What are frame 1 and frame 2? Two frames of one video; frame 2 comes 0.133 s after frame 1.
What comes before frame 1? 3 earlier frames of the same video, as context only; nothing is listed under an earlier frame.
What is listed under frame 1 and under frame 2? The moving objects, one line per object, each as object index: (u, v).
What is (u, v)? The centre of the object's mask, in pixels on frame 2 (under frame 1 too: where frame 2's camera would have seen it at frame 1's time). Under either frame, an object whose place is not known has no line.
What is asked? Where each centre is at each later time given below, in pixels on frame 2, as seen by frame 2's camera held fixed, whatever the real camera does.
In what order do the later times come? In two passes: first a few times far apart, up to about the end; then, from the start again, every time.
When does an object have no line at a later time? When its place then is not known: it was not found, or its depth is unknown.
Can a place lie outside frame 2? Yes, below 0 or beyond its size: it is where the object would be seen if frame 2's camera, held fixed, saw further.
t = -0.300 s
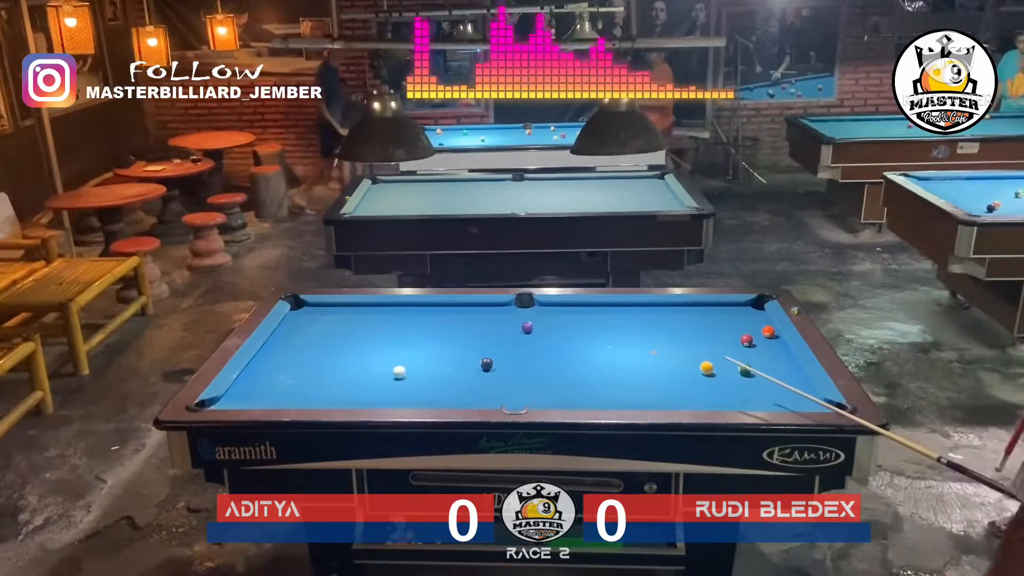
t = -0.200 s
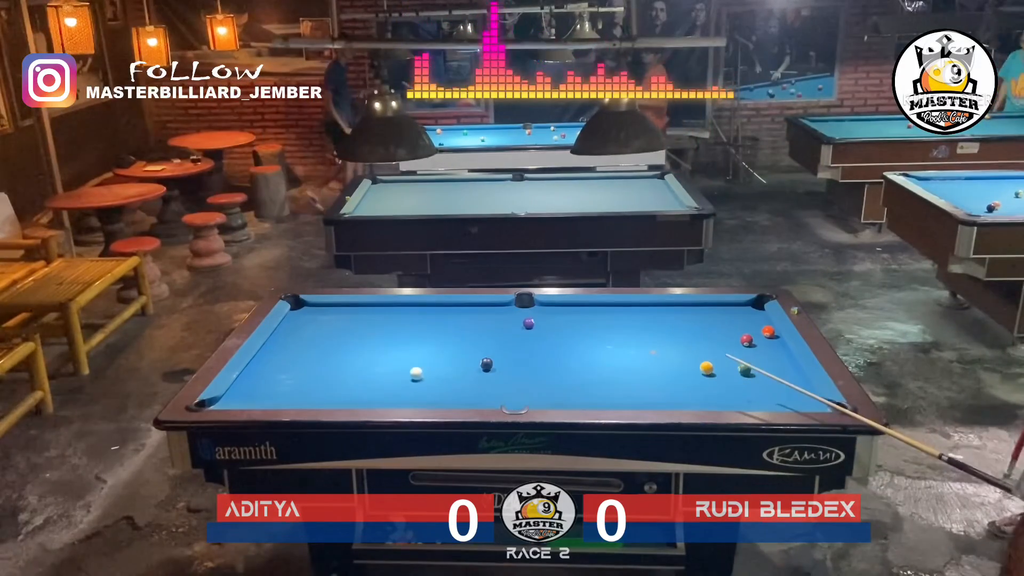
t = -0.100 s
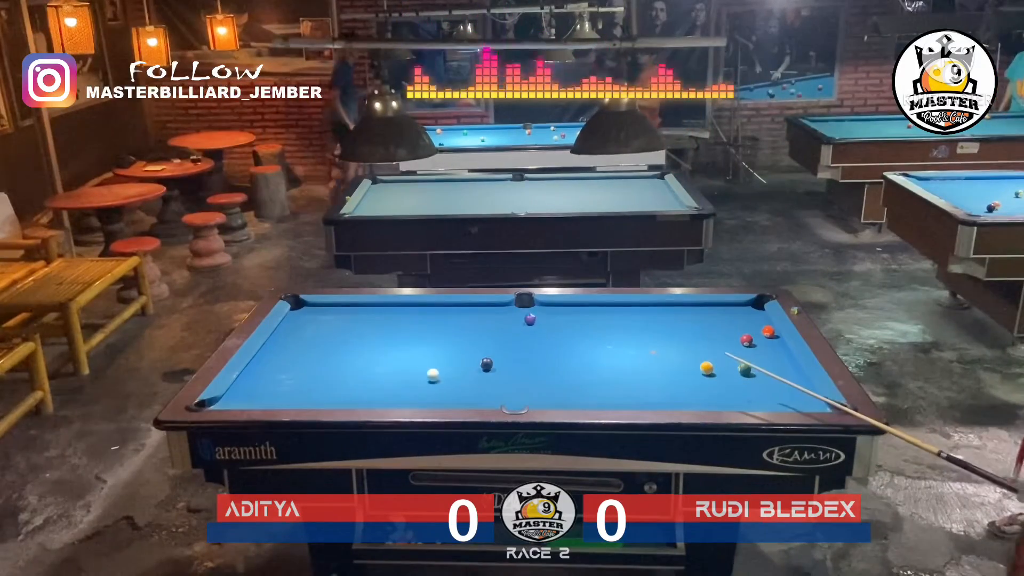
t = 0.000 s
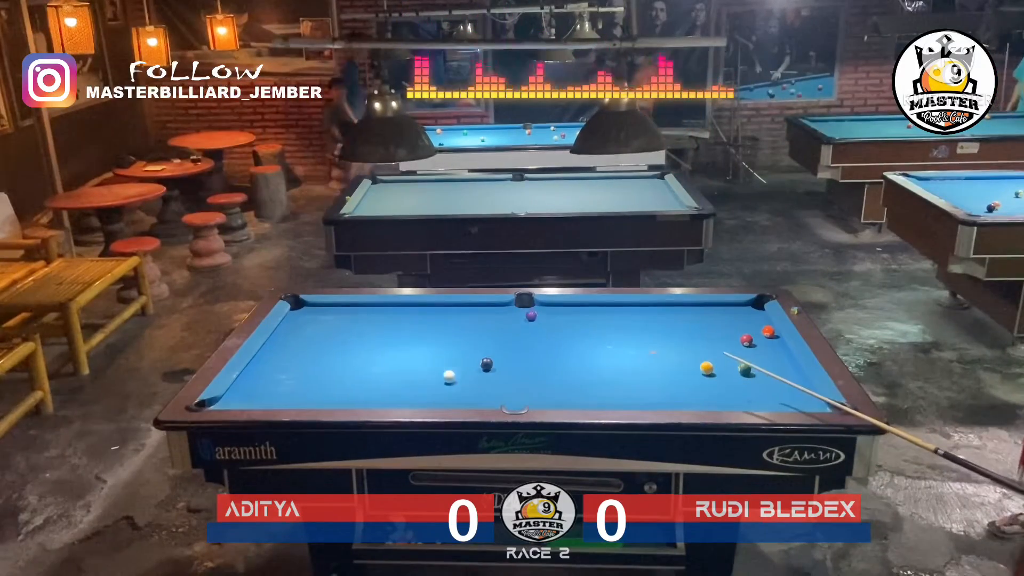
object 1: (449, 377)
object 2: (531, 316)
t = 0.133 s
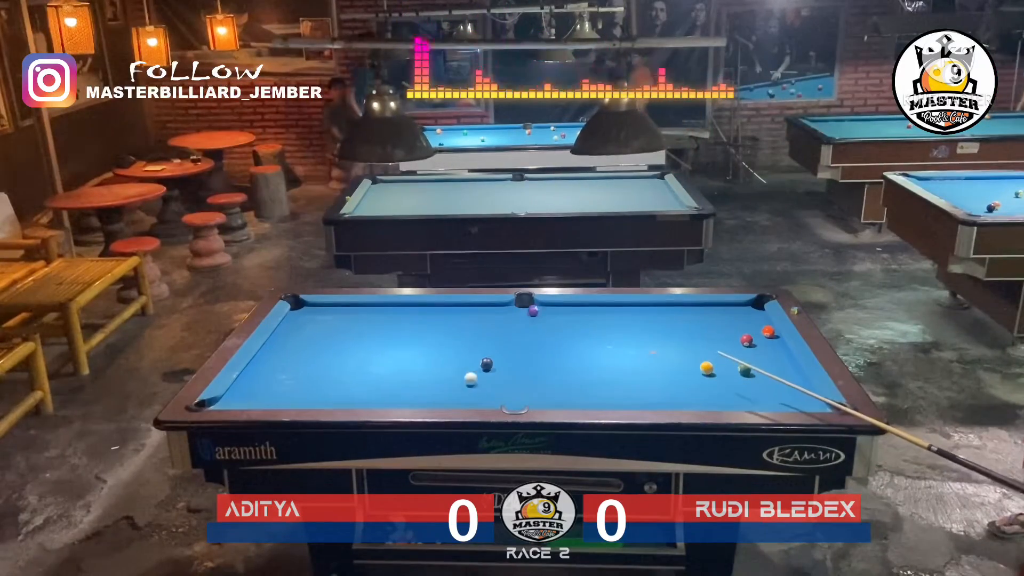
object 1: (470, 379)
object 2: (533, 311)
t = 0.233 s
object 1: (486, 380)
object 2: (534, 307)
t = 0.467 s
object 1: (522, 384)
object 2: (531, 304)
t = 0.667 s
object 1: (551, 387)
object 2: (521, 305)
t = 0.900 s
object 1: (584, 390)
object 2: (513, 306)
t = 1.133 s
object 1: (615, 393)
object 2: (507, 307)
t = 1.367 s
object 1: (645, 395)
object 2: (504, 307)
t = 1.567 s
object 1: (670, 397)
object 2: (503, 307)
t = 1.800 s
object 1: (696, 399)
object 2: (503, 307)
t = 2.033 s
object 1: (721, 400)
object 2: (503, 307)
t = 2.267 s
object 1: (738, 400)
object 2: (503, 307)
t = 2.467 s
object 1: (752, 400)
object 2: (503, 307)
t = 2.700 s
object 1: (766, 399)
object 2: (504, 307)
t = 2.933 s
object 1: (778, 399)
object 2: (504, 307)
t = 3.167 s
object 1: (788, 399)
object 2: (504, 307)
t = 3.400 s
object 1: (795, 399)
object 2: (504, 307)
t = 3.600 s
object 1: (800, 399)
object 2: (504, 307)
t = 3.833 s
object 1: (804, 399)
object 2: (504, 307)
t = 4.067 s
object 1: (806, 399)
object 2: (503, 307)
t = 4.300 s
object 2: (503, 307)
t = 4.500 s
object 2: (503, 307)
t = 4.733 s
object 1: (807, 399)
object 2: (504, 307)
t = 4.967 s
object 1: (807, 399)
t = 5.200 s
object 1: (806, 399)
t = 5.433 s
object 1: (807, 400)
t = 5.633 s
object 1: (806, 400)
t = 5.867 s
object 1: (806, 400)
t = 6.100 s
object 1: (806, 400)
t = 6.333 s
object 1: (806, 400)
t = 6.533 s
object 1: (807, 400)
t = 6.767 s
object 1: (807, 400)
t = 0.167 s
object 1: (476, 379)
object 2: (533, 309)
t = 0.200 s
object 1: (481, 380)
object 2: (534, 309)
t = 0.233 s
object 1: (486, 380)
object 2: (534, 307)
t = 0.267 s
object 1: (491, 381)
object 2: (535, 306)
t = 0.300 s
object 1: (497, 382)
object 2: (535, 305)
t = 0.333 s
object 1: (502, 382)
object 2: (536, 304)
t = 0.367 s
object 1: (507, 383)
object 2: (535, 304)
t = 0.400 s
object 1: (512, 383)
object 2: (534, 304)
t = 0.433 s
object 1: (517, 384)
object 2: (532, 304)
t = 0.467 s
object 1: (522, 384)
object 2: (531, 304)
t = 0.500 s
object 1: (527, 385)
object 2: (529, 305)
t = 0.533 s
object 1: (532, 385)
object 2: (527, 305)
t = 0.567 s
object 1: (537, 386)
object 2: (526, 305)
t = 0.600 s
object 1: (542, 386)
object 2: (524, 305)
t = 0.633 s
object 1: (546, 386)
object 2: (523, 305)
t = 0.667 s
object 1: (551, 387)
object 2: (521, 305)
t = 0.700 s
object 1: (556, 387)
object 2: (521, 306)
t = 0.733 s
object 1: (561, 388)
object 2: (519, 306)
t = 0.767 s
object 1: (565, 388)
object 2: (518, 306)
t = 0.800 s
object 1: (570, 389)
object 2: (517, 306)
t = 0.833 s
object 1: (575, 389)
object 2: (515, 306)
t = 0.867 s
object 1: (579, 390)
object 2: (514, 306)
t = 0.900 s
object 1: (584, 390)
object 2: (513, 306)
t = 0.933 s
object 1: (589, 391)
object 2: (512, 307)
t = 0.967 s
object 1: (593, 391)
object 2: (511, 307)
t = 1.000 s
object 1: (598, 392)
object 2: (510, 307)
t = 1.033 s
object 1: (602, 392)
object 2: (510, 307)
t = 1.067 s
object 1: (607, 392)
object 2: (509, 307)
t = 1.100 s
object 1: (611, 393)
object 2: (508, 307)
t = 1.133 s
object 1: (615, 393)
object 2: (507, 307)
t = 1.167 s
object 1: (620, 394)
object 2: (507, 307)
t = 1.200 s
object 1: (624, 394)
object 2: (506, 307)
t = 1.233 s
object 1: (628, 394)
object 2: (506, 307)
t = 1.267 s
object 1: (633, 394)
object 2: (505, 307)
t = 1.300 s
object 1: (637, 395)
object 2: (505, 307)
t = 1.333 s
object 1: (641, 395)
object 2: (504, 307)
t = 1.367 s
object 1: (645, 395)
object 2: (504, 307)
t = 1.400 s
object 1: (650, 396)
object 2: (504, 307)
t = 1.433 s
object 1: (653, 395)
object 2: (504, 307)
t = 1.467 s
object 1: (658, 396)
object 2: (503, 307)
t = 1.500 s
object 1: (662, 396)
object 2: (503, 307)
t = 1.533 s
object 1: (666, 396)
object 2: (503, 307)
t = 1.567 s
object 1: (670, 397)
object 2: (503, 307)
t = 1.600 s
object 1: (674, 397)
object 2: (503, 307)
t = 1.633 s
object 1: (677, 397)
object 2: (503, 307)
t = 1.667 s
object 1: (681, 397)
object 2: (503, 307)
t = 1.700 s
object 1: (685, 397)
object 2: (503, 307)
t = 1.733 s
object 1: (689, 398)
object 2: (503, 307)
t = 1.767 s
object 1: (693, 398)
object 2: (503, 307)
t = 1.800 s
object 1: (696, 399)
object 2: (503, 307)
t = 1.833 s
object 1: (700, 399)
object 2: (503, 307)
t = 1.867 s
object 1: (703, 399)
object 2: (503, 307)
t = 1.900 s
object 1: (707, 399)
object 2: (503, 307)
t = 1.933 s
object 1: (710, 400)
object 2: (503, 307)
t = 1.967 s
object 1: (714, 400)
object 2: (503, 307)
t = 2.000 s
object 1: (718, 400)
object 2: (503, 307)
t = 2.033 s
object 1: (721, 400)
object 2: (503, 307)
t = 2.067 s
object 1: (723, 400)
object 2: (503, 307)
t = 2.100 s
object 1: (726, 400)
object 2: (503, 307)
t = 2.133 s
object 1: (728, 400)
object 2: (503, 307)
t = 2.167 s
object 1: (731, 400)
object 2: (503, 307)
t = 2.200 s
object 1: (733, 400)
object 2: (503, 307)
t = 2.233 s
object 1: (736, 400)
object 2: (503, 307)
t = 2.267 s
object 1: (738, 400)
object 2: (503, 307)
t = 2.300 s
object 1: (741, 400)
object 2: (503, 307)
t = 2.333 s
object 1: (743, 400)
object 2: (503, 307)
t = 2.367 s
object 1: (746, 400)
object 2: (503, 307)
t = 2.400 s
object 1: (748, 399)
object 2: (503, 307)
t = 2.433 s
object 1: (750, 399)
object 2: (503, 307)
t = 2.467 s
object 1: (752, 400)
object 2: (503, 307)
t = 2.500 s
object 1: (754, 399)
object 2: (504, 307)
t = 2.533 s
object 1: (757, 399)
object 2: (504, 307)
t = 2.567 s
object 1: (759, 399)
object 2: (504, 307)
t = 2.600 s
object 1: (761, 399)
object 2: (504, 307)
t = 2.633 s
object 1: (762, 399)
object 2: (504, 307)
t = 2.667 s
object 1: (764, 399)
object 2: (504, 307)
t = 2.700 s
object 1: (766, 399)
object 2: (504, 307)
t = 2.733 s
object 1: (768, 399)
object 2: (504, 307)
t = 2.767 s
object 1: (770, 399)
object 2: (504, 307)
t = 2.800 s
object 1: (772, 399)
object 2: (504, 307)
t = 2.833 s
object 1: (774, 399)
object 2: (504, 307)
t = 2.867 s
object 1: (775, 399)
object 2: (504, 307)
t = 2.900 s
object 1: (777, 399)
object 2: (504, 307)
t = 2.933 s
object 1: (778, 399)
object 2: (504, 307)
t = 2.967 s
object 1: (780, 399)
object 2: (504, 307)
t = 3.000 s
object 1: (781, 399)
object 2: (504, 307)
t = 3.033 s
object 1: (783, 399)
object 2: (504, 307)
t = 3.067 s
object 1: (783, 400)
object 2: (504, 307)
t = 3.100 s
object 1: (786, 397)
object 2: (504, 307)
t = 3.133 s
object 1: (787, 399)
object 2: (504, 307)
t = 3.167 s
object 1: (788, 399)
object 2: (504, 307)
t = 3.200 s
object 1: (789, 399)
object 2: (504, 307)
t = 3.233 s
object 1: (790, 399)
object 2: (504, 307)
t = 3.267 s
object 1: (790, 399)
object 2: (504, 307)
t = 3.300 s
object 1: (792, 399)
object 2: (504, 307)
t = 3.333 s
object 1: (793, 399)
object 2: (504, 307)
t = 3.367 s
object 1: (794, 399)
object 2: (504, 307)
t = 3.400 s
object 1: (795, 399)
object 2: (504, 307)
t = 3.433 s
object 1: (796, 399)
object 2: (504, 307)
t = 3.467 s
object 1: (797, 399)
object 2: (504, 307)
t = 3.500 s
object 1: (797, 399)
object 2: (504, 307)
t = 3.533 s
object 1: (798, 399)
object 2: (504, 307)
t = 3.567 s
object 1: (799, 399)
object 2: (504, 307)
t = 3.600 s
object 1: (800, 399)
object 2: (504, 307)
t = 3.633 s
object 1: (801, 399)
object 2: (504, 307)
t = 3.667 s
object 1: (801, 399)
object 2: (504, 307)
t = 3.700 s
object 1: (802, 399)
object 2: (504, 307)
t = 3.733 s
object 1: (802, 399)
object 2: (504, 307)
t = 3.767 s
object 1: (803, 399)
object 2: (504, 307)
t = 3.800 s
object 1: (803, 399)
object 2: (504, 307)
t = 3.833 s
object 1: (804, 399)
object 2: (504, 307)
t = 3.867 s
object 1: (804, 399)
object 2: (504, 307)
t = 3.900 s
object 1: (804, 399)
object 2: (504, 307)
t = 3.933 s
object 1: (804, 399)
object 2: (504, 307)
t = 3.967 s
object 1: (805, 399)
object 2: (504, 307)
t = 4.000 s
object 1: (805, 399)
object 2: (503, 307)
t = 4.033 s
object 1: (805, 399)
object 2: (504, 307)
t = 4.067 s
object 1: (806, 399)
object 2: (503, 307)
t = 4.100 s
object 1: (806, 399)
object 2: (504, 307)
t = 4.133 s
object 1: (806, 399)
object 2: (504, 307)
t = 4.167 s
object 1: (807, 399)
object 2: (504, 307)
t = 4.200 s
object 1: (806, 399)
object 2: (504, 307)
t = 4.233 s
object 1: (805, 399)
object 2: (504, 307)
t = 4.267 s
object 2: (504, 307)
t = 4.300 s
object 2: (503, 307)
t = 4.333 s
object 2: (503, 307)
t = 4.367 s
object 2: (504, 307)
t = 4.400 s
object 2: (503, 307)
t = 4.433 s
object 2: (503, 307)
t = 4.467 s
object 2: (503, 307)
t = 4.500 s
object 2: (503, 307)
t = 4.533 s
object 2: (504, 307)
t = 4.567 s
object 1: (806, 399)
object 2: (503, 307)
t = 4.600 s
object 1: (807, 399)
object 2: (503, 307)
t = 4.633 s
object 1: (807, 399)
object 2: (504, 307)
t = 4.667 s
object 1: (807, 400)
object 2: (503, 307)
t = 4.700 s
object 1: (807, 399)
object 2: (503, 307)
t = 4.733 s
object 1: (807, 399)
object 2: (504, 307)
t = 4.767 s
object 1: (807, 399)
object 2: (504, 307)
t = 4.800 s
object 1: (807, 399)
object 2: (503, 307)
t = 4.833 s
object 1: (807, 399)
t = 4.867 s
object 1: (807, 399)
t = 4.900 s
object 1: (807, 399)
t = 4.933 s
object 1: (807, 399)
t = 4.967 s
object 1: (807, 399)
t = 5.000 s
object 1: (807, 399)
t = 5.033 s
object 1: (807, 400)
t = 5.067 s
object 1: (807, 400)
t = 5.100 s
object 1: (807, 400)
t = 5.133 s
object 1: (806, 399)
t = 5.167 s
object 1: (806, 399)
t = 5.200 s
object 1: (806, 399)
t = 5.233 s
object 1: (807, 400)
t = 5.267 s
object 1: (807, 399)
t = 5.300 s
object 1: (807, 400)
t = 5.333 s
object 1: (807, 400)
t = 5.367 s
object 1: (807, 400)
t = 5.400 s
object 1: (807, 400)
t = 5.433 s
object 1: (807, 400)
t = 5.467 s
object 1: (806, 400)
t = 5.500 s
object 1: (807, 400)
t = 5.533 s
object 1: (807, 400)
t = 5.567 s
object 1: (807, 400)
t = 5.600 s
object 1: (807, 400)
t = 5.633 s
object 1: (806, 400)
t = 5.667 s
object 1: (807, 400)
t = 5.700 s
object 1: (806, 400)
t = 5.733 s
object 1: (806, 400)
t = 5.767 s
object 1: (806, 400)
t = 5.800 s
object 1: (806, 400)
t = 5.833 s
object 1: (806, 400)
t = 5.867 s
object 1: (806, 400)
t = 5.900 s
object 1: (806, 400)
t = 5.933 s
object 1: (806, 400)
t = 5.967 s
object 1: (806, 400)
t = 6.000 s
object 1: (806, 400)
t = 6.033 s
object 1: (806, 400)
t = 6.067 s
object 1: (806, 400)
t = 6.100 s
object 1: (806, 400)
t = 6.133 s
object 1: (806, 400)
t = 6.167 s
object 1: (806, 400)
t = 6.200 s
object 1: (806, 400)
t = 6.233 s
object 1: (806, 400)
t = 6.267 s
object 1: (807, 400)
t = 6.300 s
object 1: (807, 400)
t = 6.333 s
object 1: (806, 400)
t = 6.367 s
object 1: (806, 400)
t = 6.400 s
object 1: (806, 400)
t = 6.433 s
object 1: (806, 400)
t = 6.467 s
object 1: (807, 400)
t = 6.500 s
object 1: (807, 400)
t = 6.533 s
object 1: (807, 400)
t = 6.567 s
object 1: (807, 400)
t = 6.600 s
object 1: (807, 400)
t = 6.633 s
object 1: (807, 400)
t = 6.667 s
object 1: (807, 400)
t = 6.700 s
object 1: (807, 400)
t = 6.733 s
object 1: (807, 400)
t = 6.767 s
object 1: (807, 400)
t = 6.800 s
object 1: (807, 400)
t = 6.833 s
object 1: (807, 400)
